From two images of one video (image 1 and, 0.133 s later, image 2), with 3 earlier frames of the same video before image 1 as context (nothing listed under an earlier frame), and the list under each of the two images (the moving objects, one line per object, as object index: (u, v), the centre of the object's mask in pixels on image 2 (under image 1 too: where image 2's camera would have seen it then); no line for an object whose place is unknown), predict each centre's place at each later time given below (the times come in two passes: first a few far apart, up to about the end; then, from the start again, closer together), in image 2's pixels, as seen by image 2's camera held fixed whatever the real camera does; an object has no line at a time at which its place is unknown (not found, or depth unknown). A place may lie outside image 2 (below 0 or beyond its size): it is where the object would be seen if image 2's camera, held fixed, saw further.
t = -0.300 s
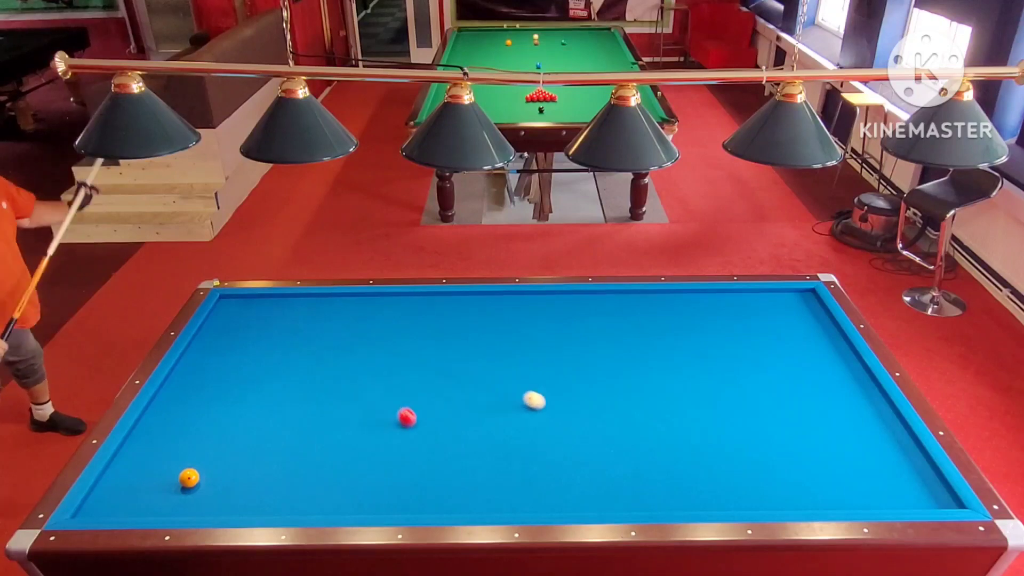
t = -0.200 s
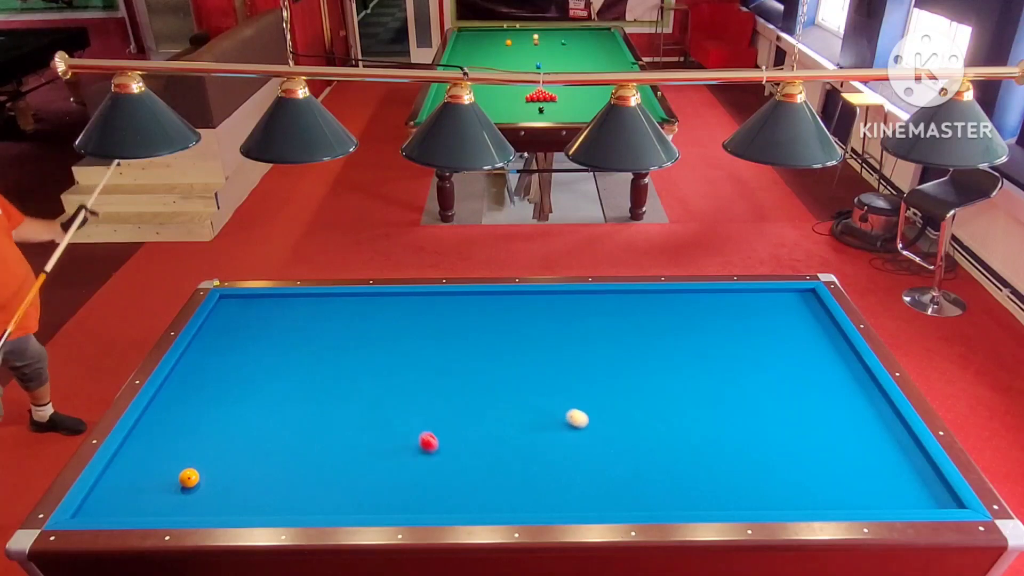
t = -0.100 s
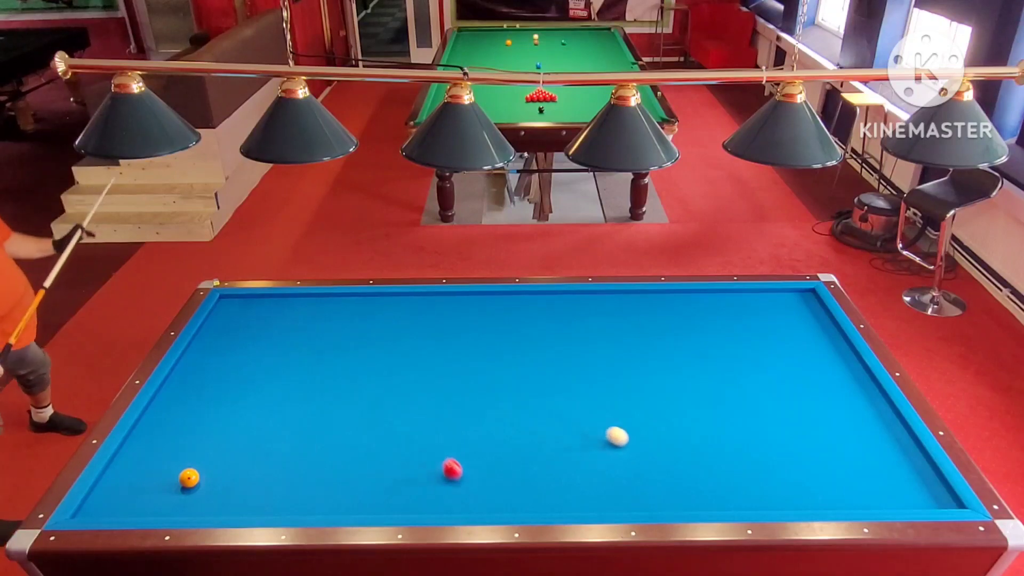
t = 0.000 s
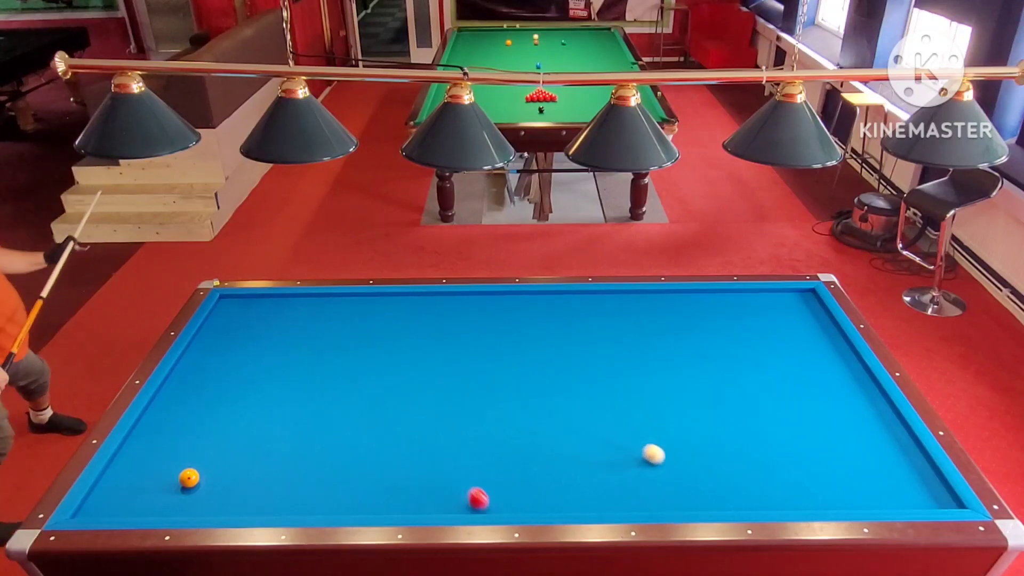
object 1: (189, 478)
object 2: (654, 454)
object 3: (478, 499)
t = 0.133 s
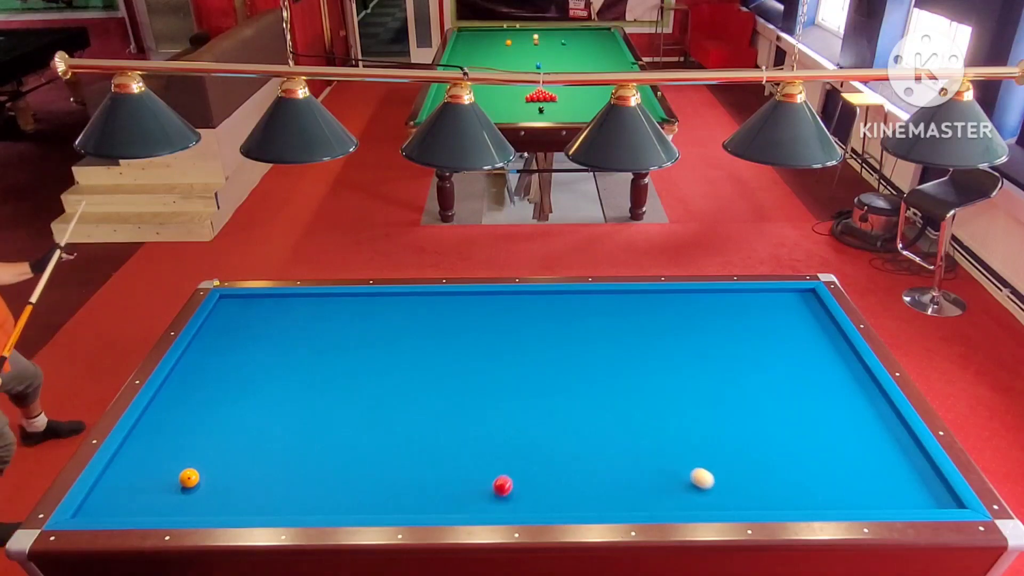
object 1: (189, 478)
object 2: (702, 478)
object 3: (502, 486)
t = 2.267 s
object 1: (189, 478)
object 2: (594, 299)
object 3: (719, 299)
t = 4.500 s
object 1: (189, 478)
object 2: (175, 421)
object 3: (838, 380)
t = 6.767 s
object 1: (272, 484)
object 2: (224, 467)
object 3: (805, 454)
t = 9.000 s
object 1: (336, 488)
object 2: (287, 417)
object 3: (784, 493)
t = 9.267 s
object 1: (339, 489)
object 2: (291, 414)
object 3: (783, 494)
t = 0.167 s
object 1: (189, 478)
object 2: (715, 484)
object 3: (507, 479)
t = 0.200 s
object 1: (189, 478)
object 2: (728, 491)
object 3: (512, 473)
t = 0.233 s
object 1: (189, 478)
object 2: (742, 497)
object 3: (517, 466)
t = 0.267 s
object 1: (189, 478)
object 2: (755, 502)
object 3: (522, 461)
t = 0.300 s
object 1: (189, 478)
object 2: (768, 501)
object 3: (526, 456)
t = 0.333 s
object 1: (189, 478)
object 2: (780, 496)
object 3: (531, 452)
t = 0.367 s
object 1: (189, 478)
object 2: (792, 491)
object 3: (536, 447)
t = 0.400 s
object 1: (189, 478)
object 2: (804, 486)
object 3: (540, 443)
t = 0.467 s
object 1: (189, 478)
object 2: (827, 480)
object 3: (549, 435)
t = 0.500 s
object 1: (189, 478)
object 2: (839, 476)
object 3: (553, 431)
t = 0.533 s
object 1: (189, 478)
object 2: (850, 473)
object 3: (558, 427)
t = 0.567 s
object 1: (189, 478)
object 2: (862, 470)
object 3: (562, 423)
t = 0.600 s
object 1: (189, 478)
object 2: (874, 467)
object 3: (566, 419)
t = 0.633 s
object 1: (189, 478)
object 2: (885, 464)
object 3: (570, 416)
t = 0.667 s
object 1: (189, 478)
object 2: (896, 461)
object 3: (574, 412)
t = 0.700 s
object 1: (189, 478)
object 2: (907, 458)
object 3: (578, 408)
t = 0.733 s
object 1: (189, 478)
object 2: (917, 455)
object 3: (582, 404)
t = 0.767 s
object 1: (189, 478)
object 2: (914, 451)
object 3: (586, 401)
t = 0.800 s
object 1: (189, 478)
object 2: (900, 445)
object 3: (590, 397)
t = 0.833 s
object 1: (189, 478)
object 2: (887, 440)
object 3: (594, 394)
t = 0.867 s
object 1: (189, 478)
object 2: (874, 434)
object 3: (598, 390)
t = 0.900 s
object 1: (189, 478)
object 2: (863, 429)
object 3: (601, 387)
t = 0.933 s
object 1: (189, 478)
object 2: (853, 424)
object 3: (605, 384)
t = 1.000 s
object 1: (189, 478)
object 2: (835, 415)
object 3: (612, 377)
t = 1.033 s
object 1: (189, 478)
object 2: (826, 410)
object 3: (615, 374)
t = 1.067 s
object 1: (189, 478)
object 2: (818, 406)
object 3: (619, 371)
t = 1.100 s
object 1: (189, 478)
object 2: (810, 401)
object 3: (622, 368)
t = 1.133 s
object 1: (189, 478)
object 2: (802, 397)
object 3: (625, 365)
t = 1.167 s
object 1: (189, 478)
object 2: (794, 393)
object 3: (628, 362)
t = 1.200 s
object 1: (189, 478)
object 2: (786, 388)
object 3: (631, 359)
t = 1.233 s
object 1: (189, 478)
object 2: (779, 384)
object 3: (635, 356)
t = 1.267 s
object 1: (189, 478)
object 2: (771, 380)
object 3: (638, 353)
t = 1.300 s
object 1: (189, 478)
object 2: (763, 377)
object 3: (641, 350)
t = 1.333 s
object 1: (189, 478)
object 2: (757, 373)
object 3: (644, 347)
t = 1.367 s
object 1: (189, 478)
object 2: (749, 369)
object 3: (647, 344)
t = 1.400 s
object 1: (189, 478)
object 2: (743, 365)
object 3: (650, 342)
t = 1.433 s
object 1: (189, 478)
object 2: (736, 361)
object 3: (653, 339)
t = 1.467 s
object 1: (189, 478)
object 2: (729, 358)
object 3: (656, 337)
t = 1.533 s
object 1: (189, 478)
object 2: (716, 351)
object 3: (661, 331)
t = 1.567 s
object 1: (189, 478)
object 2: (709, 347)
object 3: (664, 329)
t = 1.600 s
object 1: (189, 478)
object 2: (703, 344)
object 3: (667, 326)
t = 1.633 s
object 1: (189, 478)
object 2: (697, 340)
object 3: (670, 324)
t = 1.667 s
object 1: (189, 478)
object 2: (691, 337)
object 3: (672, 321)
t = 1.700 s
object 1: (189, 478)
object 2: (685, 334)
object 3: (675, 319)
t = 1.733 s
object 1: (189, 478)
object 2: (679, 331)
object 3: (677, 316)
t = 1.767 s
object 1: (189, 478)
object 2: (673, 328)
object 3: (680, 314)
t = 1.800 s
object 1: (189, 478)
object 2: (667, 325)
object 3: (683, 312)
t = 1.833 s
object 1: (189, 478)
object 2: (662, 321)
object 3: (685, 309)
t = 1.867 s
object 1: (189, 478)
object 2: (656, 319)
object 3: (687, 307)
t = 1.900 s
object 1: (189, 478)
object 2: (650, 315)
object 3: (690, 305)
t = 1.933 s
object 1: (189, 478)
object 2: (645, 313)
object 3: (692, 303)
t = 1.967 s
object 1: (189, 478)
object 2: (640, 310)
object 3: (694, 301)
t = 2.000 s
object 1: (189, 478)
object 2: (635, 307)
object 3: (697, 298)
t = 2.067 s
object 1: (189, 478)
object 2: (624, 301)
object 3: (701, 294)
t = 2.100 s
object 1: (189, 478)
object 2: (619, 299)
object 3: (704, 293)
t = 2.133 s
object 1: (189, 478)
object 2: (614, 296)
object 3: (707, 295)
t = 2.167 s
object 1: (189, 478)
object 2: (609, 293)
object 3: (710, 296)
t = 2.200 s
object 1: (189, 478)
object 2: (604, 295)
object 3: (713, 297)
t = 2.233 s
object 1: (189, 478)
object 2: (599, 297)
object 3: (715, 298)
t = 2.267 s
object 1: (189, 478)
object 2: (594, 299)
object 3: (719, 299)
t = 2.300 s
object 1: (189, 478)
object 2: (588, 300)
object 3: (721, 301)
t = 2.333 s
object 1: (189, 478)
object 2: (583, 302)
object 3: (724, 302)
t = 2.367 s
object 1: (189, 478)
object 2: (578, 303)
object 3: (727, 303)
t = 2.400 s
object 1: (189, 478)
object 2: (572, 305)
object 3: (730, 304)
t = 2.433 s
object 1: (189, 478)
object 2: (567, 306)
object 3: (733, 305)
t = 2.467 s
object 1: (189, 478)
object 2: (561, 308)
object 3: (736, 306)
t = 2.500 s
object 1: (189, 478)
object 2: (556, 310)
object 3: (739, 308)
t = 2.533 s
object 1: (189, 478)
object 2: (550, 311)
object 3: (742, 309)
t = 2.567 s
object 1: (189, 478)
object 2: (545, 313)
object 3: (745, 310)
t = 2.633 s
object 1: (189, 478)
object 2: (534, 316)
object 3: (751, 312)
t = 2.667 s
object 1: (189, 478)
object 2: (528, 318)
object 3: (754, 314)
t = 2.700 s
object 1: (189, 478)
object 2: (522, 319)
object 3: (757, 315)
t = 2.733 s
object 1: (189, 478)
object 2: (517, 321)
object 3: (760, 316)
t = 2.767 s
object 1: (189, 478)
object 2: (511, 323)
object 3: (763, 317)
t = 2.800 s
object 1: (189, 478)
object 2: (505, 324)
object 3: (766, 318)
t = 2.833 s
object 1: (189, 478)
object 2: (500, 326)
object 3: (769, 320)
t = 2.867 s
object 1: (189, 478)
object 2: (494, 327)
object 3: (772, 321)
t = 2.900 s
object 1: (189, 478)
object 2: (488, 329)
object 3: (775, 322)
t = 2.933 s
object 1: (189, 478)
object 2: (482, 331)
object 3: (778, 323)
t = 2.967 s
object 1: (189, 478)
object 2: (476, 333)
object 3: (781, 324)
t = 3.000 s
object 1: (189, 478)
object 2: (470, 334)
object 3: (784, 326)
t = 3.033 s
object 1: (189, 478)
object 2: (465, 336)
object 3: (787, 327)
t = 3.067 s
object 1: (189, 478)
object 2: (459, 338)
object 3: (790, 328)
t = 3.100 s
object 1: (189, 478)
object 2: (453, 339)
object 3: (793, 329)
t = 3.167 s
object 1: (189, 478)
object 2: (441, 343)
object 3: (799, 332)
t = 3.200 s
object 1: (189, 478)
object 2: (435, 344)
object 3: (802, 333)
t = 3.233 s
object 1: (189, 478)
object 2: (428, 346)
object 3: (806, 334)
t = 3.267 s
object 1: (189, 478)
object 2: (422, 348)
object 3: (809, 335)
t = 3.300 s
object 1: (189, 478)
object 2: (416, 350)
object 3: (812, 337)
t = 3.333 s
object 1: (189, 478)
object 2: (410, 352)
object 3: (815, 338)
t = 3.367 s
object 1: (189, 478)
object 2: (404, 353)
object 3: (818, 339)
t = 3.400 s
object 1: (189, 478)
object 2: (398, 355)
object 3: (821, 340)
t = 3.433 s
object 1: (189, 478)
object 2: (392, 357)
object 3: (824, 341)
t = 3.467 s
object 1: (189, 478)
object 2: (385, 359)
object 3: (827, 343)
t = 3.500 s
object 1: (189, 478)
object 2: (379, 361)
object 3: (830, 344)
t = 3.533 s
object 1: (189, 478)
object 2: (373, 363)
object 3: (834, 345)
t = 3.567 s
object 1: (189, 478)
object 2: (366, 364)
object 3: (837, 347)
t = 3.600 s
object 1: (189, 478)
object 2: (360, 366)
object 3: (840, 348)
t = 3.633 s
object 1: (189, 478)
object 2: (353, 368)
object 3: (843, 349)
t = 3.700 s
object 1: (189, 478)
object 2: (341, 372)
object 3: (849, 352)
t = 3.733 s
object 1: (189, 478)
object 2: (334, 374)
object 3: (850, 353)
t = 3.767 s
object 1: (189, 478)
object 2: (327, 376)
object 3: (850, 354)
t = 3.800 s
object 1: (189, 478)
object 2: (321, 378)
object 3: (849, 355)
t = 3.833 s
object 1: (189, 478)
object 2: (314, 380)
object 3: (849, 357)
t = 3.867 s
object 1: (189, 478)
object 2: (308, 381)
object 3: (848, 358)
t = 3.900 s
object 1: (189, 478)
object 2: (301, 383)
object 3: (848, 359)
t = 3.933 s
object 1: (189, 478)
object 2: (294, 385)
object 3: (847, 360)
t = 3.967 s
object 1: (189, 478)
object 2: (288, 387)
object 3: (846, 361)
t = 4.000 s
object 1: (189, 478)
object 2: (281, 389)
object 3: (846, 362)
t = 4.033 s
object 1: (189, 478)
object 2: (274, 391)
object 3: (845, 364)
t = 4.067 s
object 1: (189, 478)
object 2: (267, 393)
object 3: (845, 365)
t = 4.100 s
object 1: (189, 478)
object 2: (260, 395)
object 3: (844, 366)
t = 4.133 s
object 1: (189, 478)
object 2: (253, 397)
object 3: (843, 367)
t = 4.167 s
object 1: (189, 478)
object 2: (247, 400)
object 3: (843, 368)
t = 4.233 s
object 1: (189, 478)
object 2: (232, 404)
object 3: (842, 371)
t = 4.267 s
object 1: (189, 478)
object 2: (226, 406)
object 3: (841, 372)
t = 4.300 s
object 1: (189, 478)
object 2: (218, 408)
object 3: (841, 373)
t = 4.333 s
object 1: (189, 478)
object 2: (211, 410)
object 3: (840, 374)
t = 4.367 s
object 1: (189, 478)
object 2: (204, 412)
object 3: (840, 376)
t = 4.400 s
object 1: (189, 478)
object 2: (197, 414)
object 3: (839, 377)
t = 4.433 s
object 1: (189, 478)
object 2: (189, 416)
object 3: (838, 378)
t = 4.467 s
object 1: (189, 478)
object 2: (182, 418)
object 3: (838, 379)
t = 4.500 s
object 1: (189, 478)
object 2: (175, 421)
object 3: (838, 380)
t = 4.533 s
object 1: (189, 478)
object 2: (167, 423)
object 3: (837, 382)
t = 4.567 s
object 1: (189, 478)
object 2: (160, 425)
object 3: (836, 383)
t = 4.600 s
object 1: (189, 478)
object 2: (153, 427)
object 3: (836, 384)
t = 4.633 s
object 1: (189, 478)
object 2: (145, 429)
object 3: (835, 385)
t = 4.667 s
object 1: (189, 478)
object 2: (137, 432)
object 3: (835, 386)
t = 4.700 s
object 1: (189, 478)
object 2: (136, 434)
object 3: (834, 387)
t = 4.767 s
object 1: (189, 478)
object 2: (141, 439)
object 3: (833, 390)
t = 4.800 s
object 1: (189, 478)
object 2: (143, 442)
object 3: (833, 391)
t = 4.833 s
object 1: (189, 478)
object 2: (145, 444)
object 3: (832, 392)
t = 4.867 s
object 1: (189, 478)
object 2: (147, 447)
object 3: (832, 393)
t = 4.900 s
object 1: (189, 478)
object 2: (149, 449)
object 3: (831, 394)
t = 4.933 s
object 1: (189, 478)
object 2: (151, 452)
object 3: (831, 395)
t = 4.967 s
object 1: (189, 478)
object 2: (153, 454)
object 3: (830, 397)
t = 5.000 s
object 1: (189, 478)
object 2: (155, 457)
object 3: (830, 398)
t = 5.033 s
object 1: (189, 478)
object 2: (157, 460)
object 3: (829, 399)
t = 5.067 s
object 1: (189, 478)
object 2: (159, 462)
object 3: (829, 400)
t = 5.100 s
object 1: (189, 478)
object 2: (161, 465)
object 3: (828, 401)
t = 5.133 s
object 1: (189, 478)
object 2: (163, 468)
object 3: (828, 402)
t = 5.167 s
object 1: (189, 478)
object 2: (165, 470)
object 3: (827, 404)
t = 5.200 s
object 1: (189, 478)
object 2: (167, 473)
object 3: (827, 405)
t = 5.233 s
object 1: (189, 478)
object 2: (168, 476)
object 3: (826, 406)
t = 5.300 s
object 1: (192, 478)
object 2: (169, 481)
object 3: (825, 408)
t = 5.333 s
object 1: (194, 478)
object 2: (169, 484)
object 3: (825, 410)
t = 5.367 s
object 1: (196, 478)
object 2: (169, 487)
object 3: (824, 411)
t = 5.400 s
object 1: (198, 479)
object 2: (168, 489)
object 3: (824, 412)
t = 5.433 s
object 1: (200, 479)
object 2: (168, 492)
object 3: (823, 413)
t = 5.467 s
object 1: (203, 479)
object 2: (168, 495)
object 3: (823, 414)
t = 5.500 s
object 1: (205, 479)
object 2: (167, 497)
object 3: (823, 415)
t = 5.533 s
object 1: (207, 479)
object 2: (167, 500)
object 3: (822, 416)
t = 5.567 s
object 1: (209, 479)
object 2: (166, 502)
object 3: (822, 417)
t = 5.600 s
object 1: (211, 479)
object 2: (166, 505)
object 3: (821, 419)
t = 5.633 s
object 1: (213, 480)
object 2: (166, 507)
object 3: (821, 420)
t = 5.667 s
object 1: (215, 480)
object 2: (165, 509)
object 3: (820, 421)
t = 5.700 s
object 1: (217, 480)
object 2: (166, 509)
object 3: (820, 422)
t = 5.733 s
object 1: (219, 480)
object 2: (168, 508)
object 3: (819, 423)
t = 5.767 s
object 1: (221, 480)
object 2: (171, 507)
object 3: (819, 424)
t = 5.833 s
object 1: (224, 481)
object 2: (175, 504)
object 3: (818, 426)
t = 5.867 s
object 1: (226, 481)
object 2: (177, 503)
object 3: (818, 427)
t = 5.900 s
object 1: (228, 481)
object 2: (179, 501)
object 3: (817, 429)
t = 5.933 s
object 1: (230, 481)
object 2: (181, 500)
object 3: (817, 430)
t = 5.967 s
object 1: (232, 481)
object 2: (183, 498)
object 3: (816, 431)
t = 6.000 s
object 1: (234, 481)
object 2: (185, 497)
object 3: (816, 432)
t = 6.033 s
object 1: (235, 481)
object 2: (187, 495)
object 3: (815, 433)
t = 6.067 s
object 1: (237, 482)
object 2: (188, 494)
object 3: (815, 434)
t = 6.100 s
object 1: (239, 482)
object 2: (190, 492)
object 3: (814, 435)
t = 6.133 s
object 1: (241, 482)
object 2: (192, 491)
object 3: (814, 436)
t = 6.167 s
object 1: (243, 482)
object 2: (194, 490)
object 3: (814, 437)
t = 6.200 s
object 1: (244, 482)
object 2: (196, 488)
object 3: (813, 438)
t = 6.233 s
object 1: (246, 482)
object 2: (198, 487)
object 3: (813, 439)
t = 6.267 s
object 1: (248, 482)
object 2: (200, 485)
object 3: (812, 440)
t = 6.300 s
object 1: (249, 482)
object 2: (201, 484)
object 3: (812, 441)
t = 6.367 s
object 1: (253, 483)
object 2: (205, 481)
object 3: (811, 443)
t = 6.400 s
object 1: (254, 483)
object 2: (206, 480)
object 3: (810, 444)
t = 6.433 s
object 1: (256, 483)
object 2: (208, 479)
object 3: (810, 445)
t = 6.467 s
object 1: (258, 483)
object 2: (210, 478)
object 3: (809, 446)
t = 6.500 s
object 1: (259, 483)
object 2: (211, 477)
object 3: (809, 447)
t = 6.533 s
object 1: (261, 483)
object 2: (213, 475)
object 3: (808, 448)
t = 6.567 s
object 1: (262, 483)
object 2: (215, 474)
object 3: (808, 448)
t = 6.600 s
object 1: (264, 484)
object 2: (216, 473)
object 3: (808, 449)
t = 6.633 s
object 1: (266, 484)
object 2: (218, 472)
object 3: (807, 450)
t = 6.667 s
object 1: (267, 484)
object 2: (219, 470)
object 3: (807, 451)
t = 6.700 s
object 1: (269, 484)
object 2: (221, 469)
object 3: (806, 452)
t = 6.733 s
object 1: (270, 484)
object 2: (222, 468)
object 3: (806, 453)
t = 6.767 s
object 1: (272, 484)
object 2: (224, 467)
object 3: (805, 454)
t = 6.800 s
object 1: (273, 484)
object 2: (225, 466)
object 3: (805, 455)
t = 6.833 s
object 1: (275, 485)
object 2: (227, 465)
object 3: (805, 455)
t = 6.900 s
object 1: (277, 485)
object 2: (229, 463)
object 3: (804, 457)
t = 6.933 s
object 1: (279, 485)
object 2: (231, 462)
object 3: (803, 458)
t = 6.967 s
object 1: (280, 485)
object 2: (232, 461)
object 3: (803, 459)
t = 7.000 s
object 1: (282, 485)
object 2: (233, 460)
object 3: (803, 460)
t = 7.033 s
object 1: (283, 485)
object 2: (235, 459)
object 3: (802, 461)
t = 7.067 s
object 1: (284, 485)
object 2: (236, 457)
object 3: (802, 462)
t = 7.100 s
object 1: (286, 485)
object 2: (237, 456)
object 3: (801, 463)
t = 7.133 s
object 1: (287, 485)
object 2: (239, 456)
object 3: (801, 463)
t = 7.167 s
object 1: (288, 485)
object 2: (240, 455)
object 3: (800, 464)
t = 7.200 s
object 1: (289, 486)
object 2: (241, 454)
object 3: (800, 465)
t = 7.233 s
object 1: (291, 486)
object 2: (243, 453)
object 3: (800, 465)
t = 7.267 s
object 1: (292, 486)
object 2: (244, 452)
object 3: (799, 466)
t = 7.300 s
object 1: (293, 486)
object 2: (245, 451)
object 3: (799, 467)
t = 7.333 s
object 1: (294, 486)
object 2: (246, 450)
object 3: (798, 468)
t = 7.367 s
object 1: (296, 486)
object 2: (247, 449)
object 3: (798, 469)
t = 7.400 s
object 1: (297, 486)
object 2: (248, 448)
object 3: (798, 469)
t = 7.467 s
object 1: (299, 486)
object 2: (251, 446)
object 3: (797, 471)
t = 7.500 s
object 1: (300, 486)
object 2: (252, 445)
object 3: (796, 471)
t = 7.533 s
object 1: (302, 486)
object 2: (253, 444)
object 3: (796, 472)
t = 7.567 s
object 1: (303, 486)
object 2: (254, 444)
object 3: (796, 473)
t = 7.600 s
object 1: (304, 487)
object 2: (255, 443)
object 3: (795, 473)
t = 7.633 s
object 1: (305, 486)
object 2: (256, 442)
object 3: (795, 474)
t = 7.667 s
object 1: (306, 487)
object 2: (257, 441)
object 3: (794, 475)
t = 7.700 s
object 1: (307, 487)
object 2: (258, 440)
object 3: (794, 475)
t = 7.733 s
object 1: (308, 487)
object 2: (259, 439)
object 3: (794, 476)
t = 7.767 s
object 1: (309, 487)
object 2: (260, 439)
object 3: (793, 477)
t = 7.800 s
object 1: (310, 487)
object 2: (261, 438)
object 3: (793, 477)
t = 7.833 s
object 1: (311, 487)
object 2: (262, 437)
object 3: (792, 478)
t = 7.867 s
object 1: (312, 487)
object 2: (263, 436)
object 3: (792, 479)
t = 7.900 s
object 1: (313, 487)
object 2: (264, 436)
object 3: (792, 479)
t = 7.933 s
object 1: (314, 487)
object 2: (265, 435)
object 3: (791, 480)
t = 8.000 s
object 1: (316, 487)
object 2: (267, 434)
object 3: (791, 481)
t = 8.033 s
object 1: (317, 487)
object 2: (267, 433)
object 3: (790, 481)
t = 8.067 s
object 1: (318, 487)
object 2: (268, 432)
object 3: (790, 482)
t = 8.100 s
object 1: (319, 487)
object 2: (269, 431)
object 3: (790, 482)
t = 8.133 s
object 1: (319, 487)
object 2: (270, 431)
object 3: (789, 483)
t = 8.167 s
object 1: (320, 487)
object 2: (271, 430)
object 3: (789, 483)
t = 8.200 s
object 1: (321, 487)
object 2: (272, 429)
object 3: (789, 484)
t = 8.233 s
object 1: (322, 487)
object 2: (272, 429)
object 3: (789, 484)
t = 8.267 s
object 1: (323, 487)
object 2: (273, 428)
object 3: (788, 485)
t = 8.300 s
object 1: (323, 487)
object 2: (274, 428)
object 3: (788, 485)
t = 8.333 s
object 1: (324, 488)
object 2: (275, 427)
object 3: (788, 486)
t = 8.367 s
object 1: (325, 488)
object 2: (275, 426)
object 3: (788, 486)
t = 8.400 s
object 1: (326, 488)
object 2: (276, 426)
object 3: (787, 487)
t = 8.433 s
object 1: (326, 488)
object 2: (277, 425)
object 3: (787, 487)
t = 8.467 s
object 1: (327, 488)
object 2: (278, 425)
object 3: (787, 488)
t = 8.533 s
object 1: (328, 488)
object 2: (279, 424)
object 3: (786, 488)
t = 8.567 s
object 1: (329, 488)
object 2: (280, 423)
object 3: (786, 489)
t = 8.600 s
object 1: (330, 488)
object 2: (280, 422)
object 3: (786, 489)
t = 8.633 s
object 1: (330, 488)
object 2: (281, 422)
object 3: (786, 490)
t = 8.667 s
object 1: (331, 488)
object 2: (282, 421)
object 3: (786, 490)
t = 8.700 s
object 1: (331, 488)
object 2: (282, 421)
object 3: (785, 490)
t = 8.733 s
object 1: (332, 488)
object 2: (283, 420)
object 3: (785, 491)
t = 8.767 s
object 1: (332, 488)
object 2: (283, 420)
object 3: (785, 491)
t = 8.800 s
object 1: (333, 488)
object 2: (284, 419)
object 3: (785, 491)
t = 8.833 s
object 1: (333, 488)
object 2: (284, 419)
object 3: (785, 491)
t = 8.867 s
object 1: (334, 488)
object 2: (285, 419)
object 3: (784, 492)
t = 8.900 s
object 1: (334, 488)
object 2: (285, 418)
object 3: (784, 492)
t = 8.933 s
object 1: (335, 488)
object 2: (286, 418)
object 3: (784, 492)
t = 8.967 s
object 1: (335, 488)
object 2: (287, 417)
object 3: (784, 493)
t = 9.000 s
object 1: (336, 488)
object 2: (287, 417)
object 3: (784, 493)
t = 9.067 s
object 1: (336, 488)
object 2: (288, 416)
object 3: (783, 493)
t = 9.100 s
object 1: (337, 489)
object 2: (288, 415)
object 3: (783, 494)
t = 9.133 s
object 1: (337, 489)
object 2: (289, 415)
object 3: (783, 494)
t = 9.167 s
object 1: (338, 489)
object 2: (289, 415)
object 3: (783, 494)
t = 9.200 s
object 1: (338, 489)
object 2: (290, 414)
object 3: (783, 494)
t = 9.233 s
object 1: (338, 489)
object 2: (290, 414)
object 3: (783, 494)
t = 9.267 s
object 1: (339, 489)
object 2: (291, 414)
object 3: (783, 494)
